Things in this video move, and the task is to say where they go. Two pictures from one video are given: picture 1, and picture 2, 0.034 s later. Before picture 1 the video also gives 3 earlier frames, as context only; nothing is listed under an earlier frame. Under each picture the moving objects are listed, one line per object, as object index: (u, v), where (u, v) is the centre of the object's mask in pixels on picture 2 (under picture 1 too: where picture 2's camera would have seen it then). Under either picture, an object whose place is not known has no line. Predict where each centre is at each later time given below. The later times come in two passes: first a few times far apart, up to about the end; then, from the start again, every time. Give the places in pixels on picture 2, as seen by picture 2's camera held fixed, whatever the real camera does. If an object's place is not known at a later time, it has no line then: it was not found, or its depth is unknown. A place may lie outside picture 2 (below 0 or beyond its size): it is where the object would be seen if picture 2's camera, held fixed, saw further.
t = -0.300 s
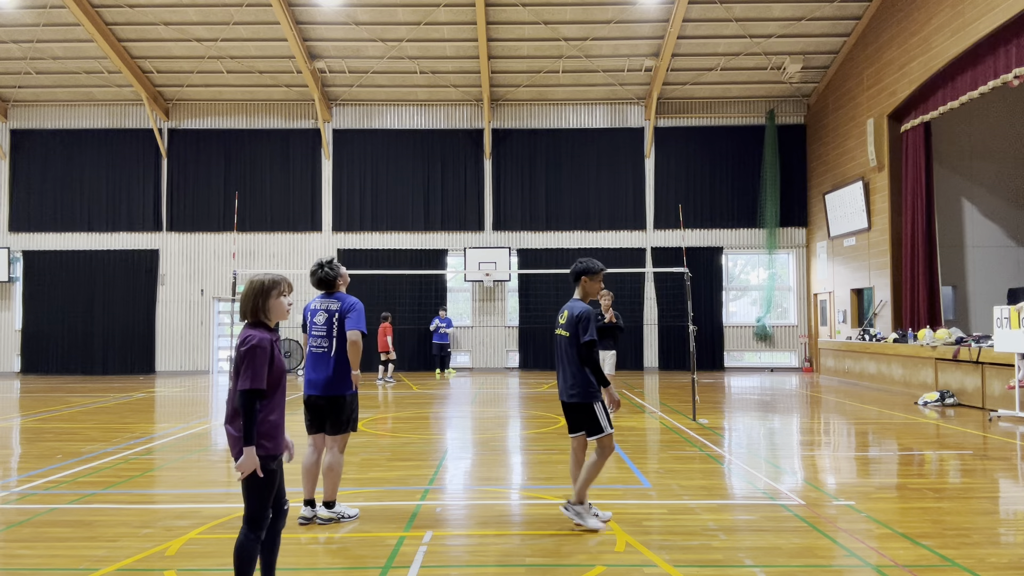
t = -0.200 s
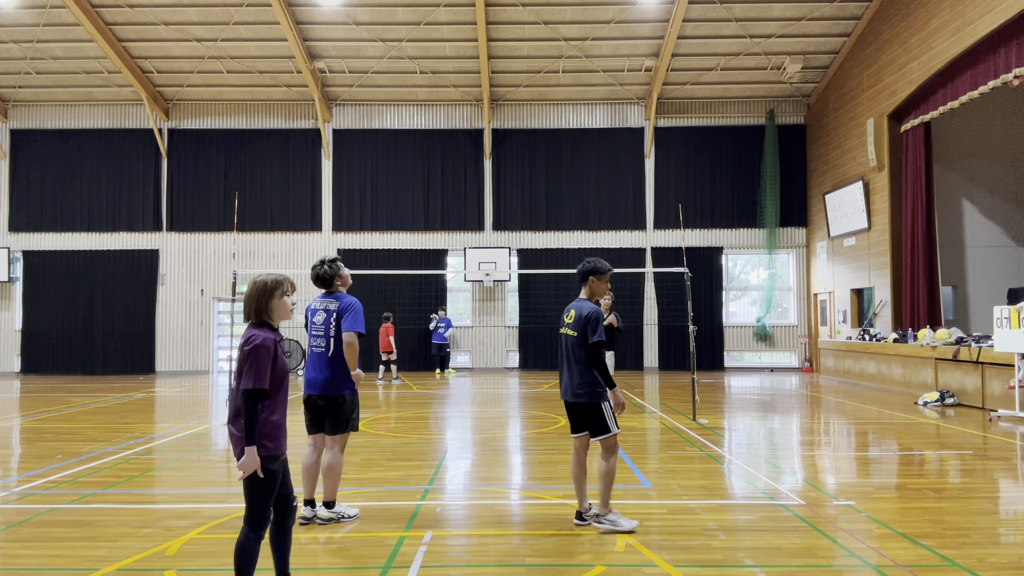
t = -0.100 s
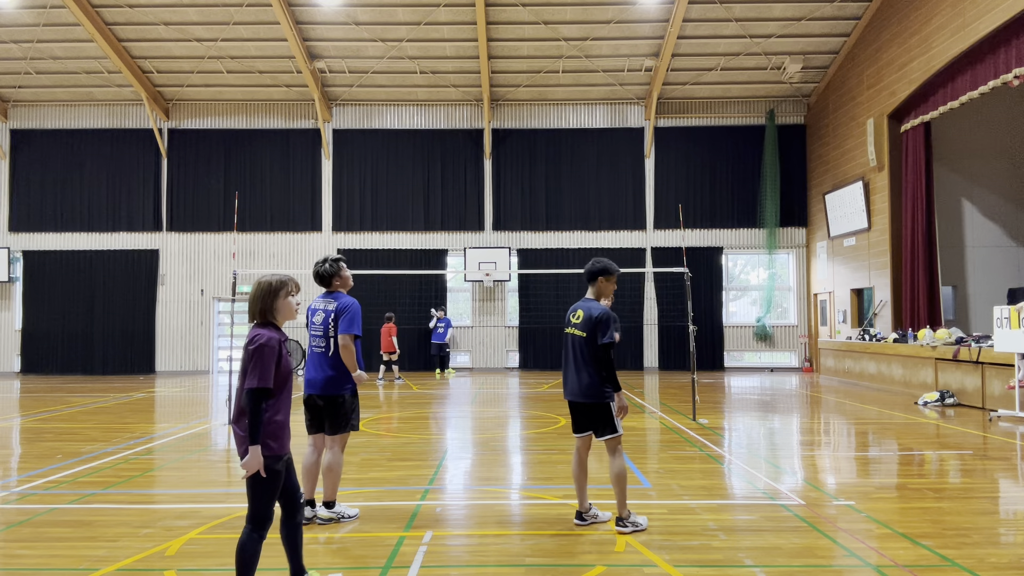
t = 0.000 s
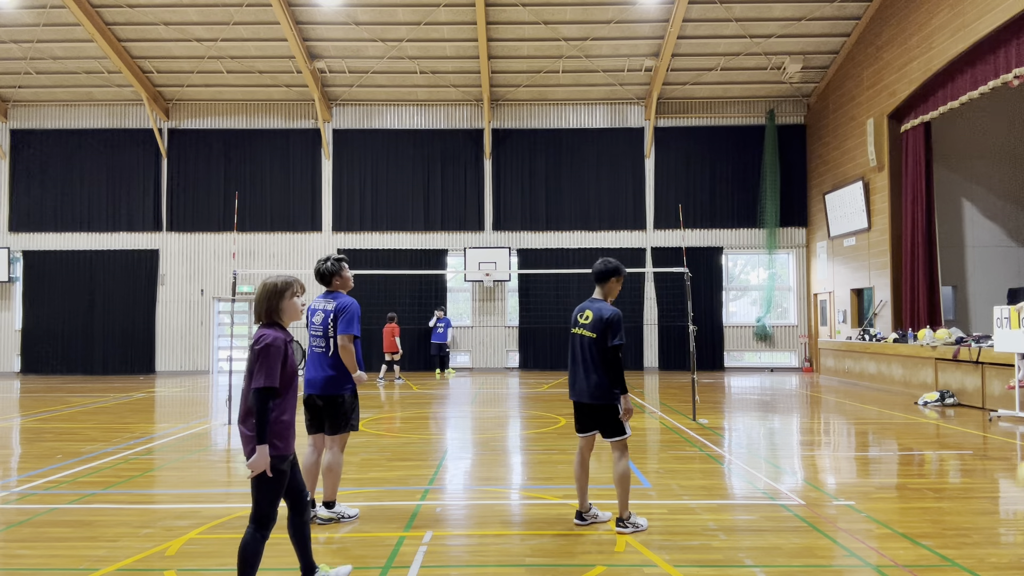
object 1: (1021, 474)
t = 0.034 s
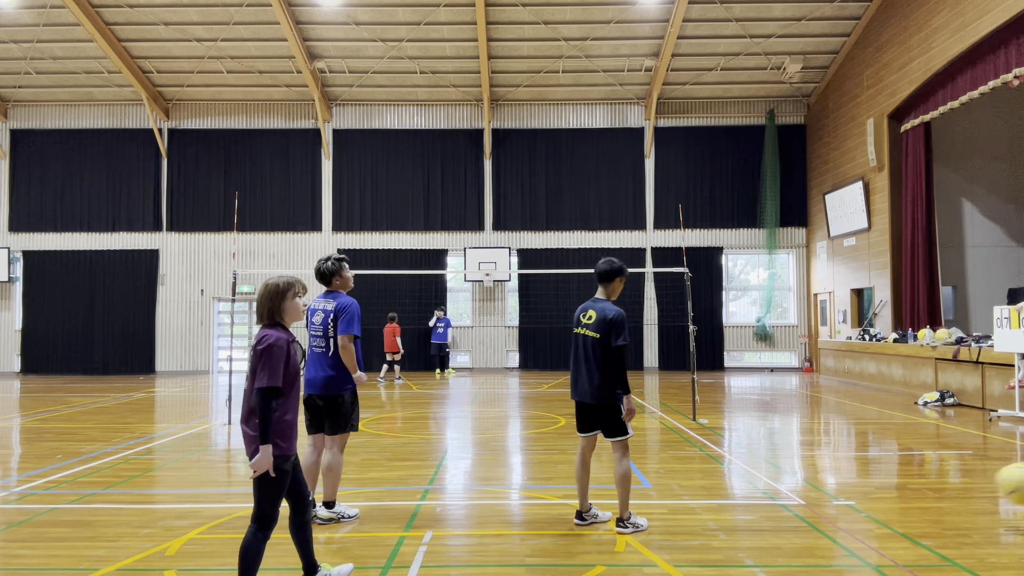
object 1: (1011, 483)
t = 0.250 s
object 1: (900, 462)
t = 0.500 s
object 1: (795, 453)
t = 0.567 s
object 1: (772, 464)
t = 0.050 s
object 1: (1007, 487)
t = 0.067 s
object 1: (1000, 491)
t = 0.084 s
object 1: (990, 496)
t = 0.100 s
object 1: (979, 502)
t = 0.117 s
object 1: (972, 504)
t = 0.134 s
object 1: (961, 500)
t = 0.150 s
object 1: (951, 493)
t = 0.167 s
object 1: (942, 485)
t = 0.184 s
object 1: (933, 480)
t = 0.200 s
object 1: (925, 475)
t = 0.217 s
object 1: (917, 470)
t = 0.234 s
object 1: (909, 465)
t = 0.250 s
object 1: (900, 462)
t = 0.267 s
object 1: (892, 459)
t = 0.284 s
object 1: (883, 455)
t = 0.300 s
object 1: (875, 453)
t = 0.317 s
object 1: (869, 450)
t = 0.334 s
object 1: (861, 449)
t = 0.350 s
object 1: (853, 447)
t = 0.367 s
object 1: (846, 447)
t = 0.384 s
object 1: (839, 447)
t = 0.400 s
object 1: (832, 446)
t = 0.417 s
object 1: (825, 447)
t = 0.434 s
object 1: (819, 448)
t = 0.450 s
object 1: (813, 448)
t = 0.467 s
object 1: (807, 450)
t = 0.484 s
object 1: (801, 451)
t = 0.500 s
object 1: (795, 453)
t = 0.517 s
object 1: (788, 455)
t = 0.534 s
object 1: (782, 458)
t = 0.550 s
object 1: (777, 461)
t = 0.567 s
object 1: (772, 464)
